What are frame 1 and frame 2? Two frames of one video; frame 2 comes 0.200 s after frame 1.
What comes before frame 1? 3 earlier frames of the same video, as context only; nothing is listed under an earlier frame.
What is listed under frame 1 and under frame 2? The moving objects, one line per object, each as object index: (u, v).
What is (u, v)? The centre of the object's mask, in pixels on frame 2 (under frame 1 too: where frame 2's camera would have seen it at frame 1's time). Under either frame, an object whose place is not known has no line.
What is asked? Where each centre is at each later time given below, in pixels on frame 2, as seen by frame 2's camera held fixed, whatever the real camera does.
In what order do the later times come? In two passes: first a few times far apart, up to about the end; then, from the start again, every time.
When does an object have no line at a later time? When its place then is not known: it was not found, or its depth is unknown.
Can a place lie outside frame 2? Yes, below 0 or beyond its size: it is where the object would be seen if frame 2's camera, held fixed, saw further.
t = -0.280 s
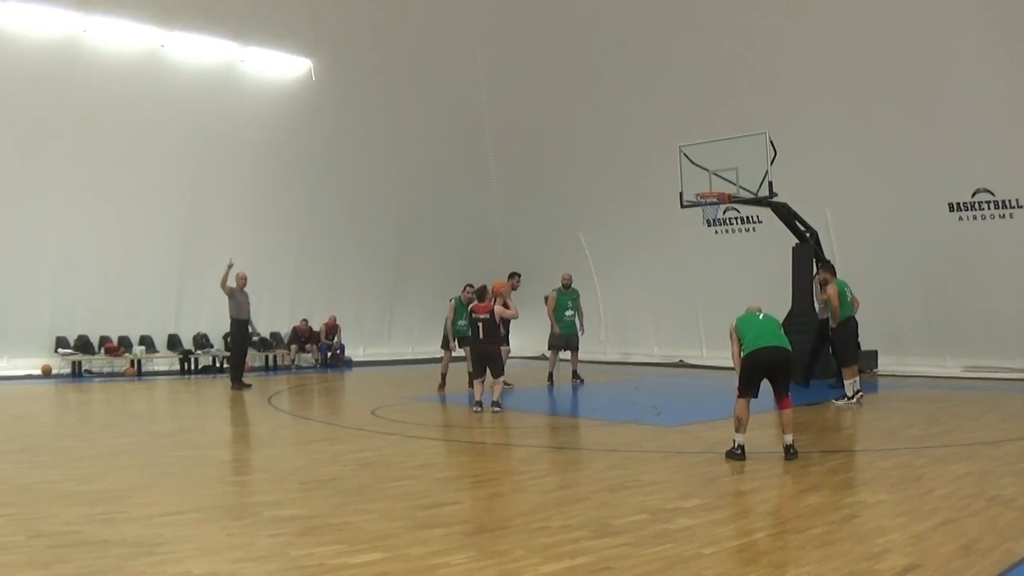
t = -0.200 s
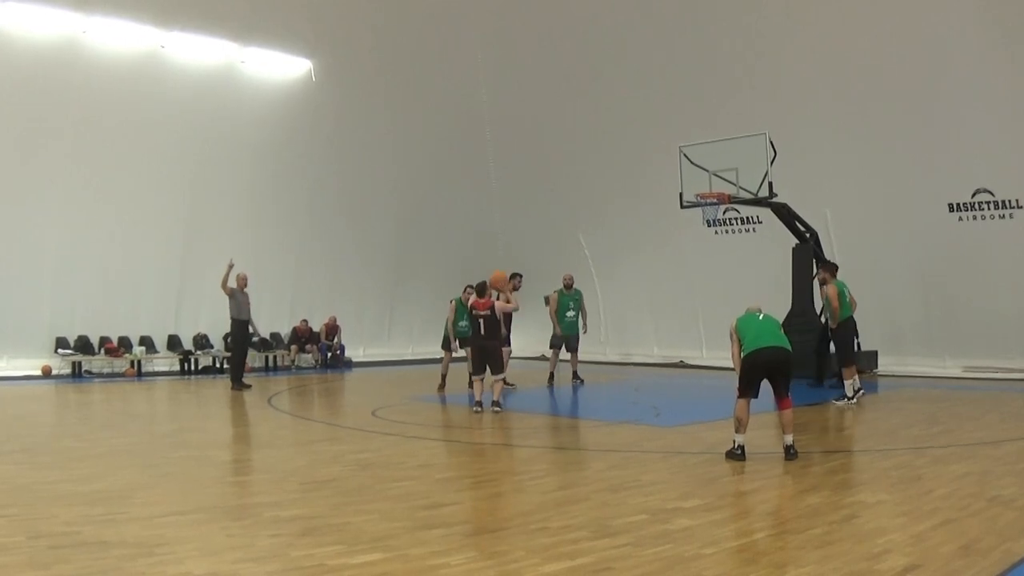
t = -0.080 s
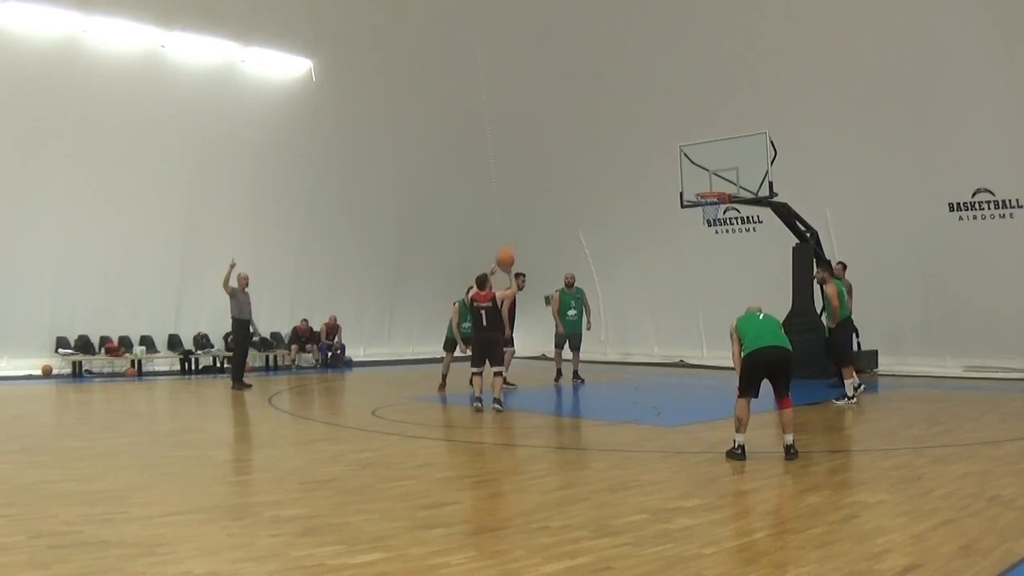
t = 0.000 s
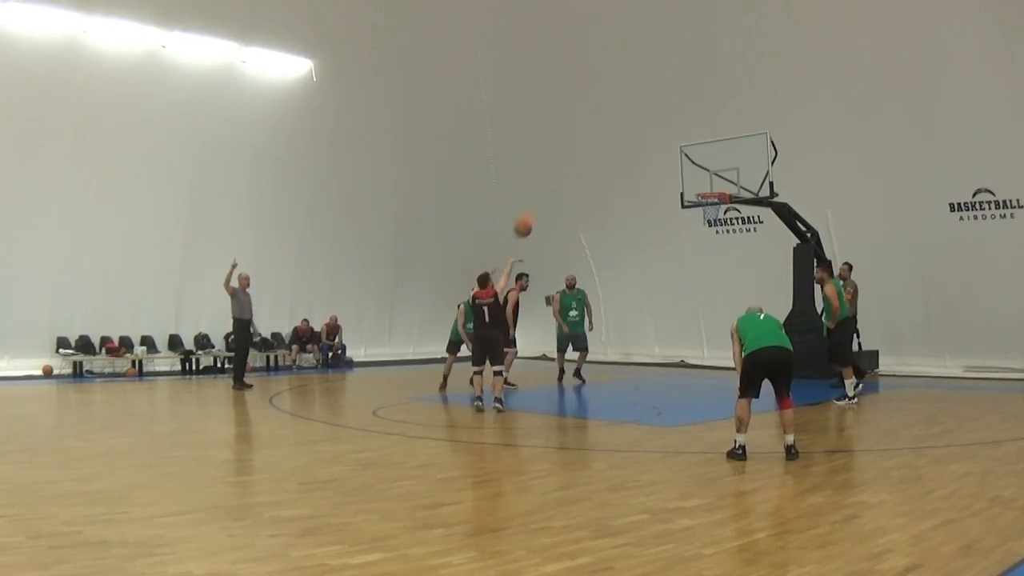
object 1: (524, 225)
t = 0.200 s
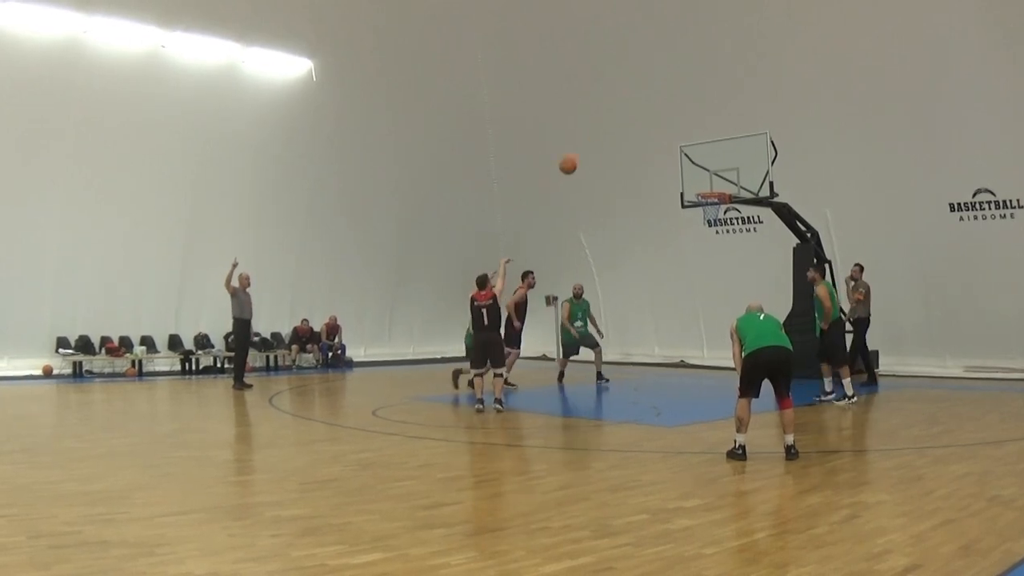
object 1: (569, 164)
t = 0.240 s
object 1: (578, 156)
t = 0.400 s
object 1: (609, 135)
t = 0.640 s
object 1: (654, 136)
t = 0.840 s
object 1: (689, 164)
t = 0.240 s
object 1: (578, 156)
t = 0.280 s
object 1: (585, 149)
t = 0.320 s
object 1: (593, 143)
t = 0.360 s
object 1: (601, 139)
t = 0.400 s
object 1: (609, 135)
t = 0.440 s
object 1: (617, 132)
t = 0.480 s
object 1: (624, 131)
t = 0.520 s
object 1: (632, 131)
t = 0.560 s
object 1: (639, 132)
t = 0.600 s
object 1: (647, 134)
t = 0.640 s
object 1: (654, 136)
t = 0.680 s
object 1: (661, 140)
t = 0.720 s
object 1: (668, 144)
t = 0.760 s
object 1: (676, 150)
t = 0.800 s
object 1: (683, 157)
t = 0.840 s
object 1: (689, 164)
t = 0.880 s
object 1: (696, 172)
